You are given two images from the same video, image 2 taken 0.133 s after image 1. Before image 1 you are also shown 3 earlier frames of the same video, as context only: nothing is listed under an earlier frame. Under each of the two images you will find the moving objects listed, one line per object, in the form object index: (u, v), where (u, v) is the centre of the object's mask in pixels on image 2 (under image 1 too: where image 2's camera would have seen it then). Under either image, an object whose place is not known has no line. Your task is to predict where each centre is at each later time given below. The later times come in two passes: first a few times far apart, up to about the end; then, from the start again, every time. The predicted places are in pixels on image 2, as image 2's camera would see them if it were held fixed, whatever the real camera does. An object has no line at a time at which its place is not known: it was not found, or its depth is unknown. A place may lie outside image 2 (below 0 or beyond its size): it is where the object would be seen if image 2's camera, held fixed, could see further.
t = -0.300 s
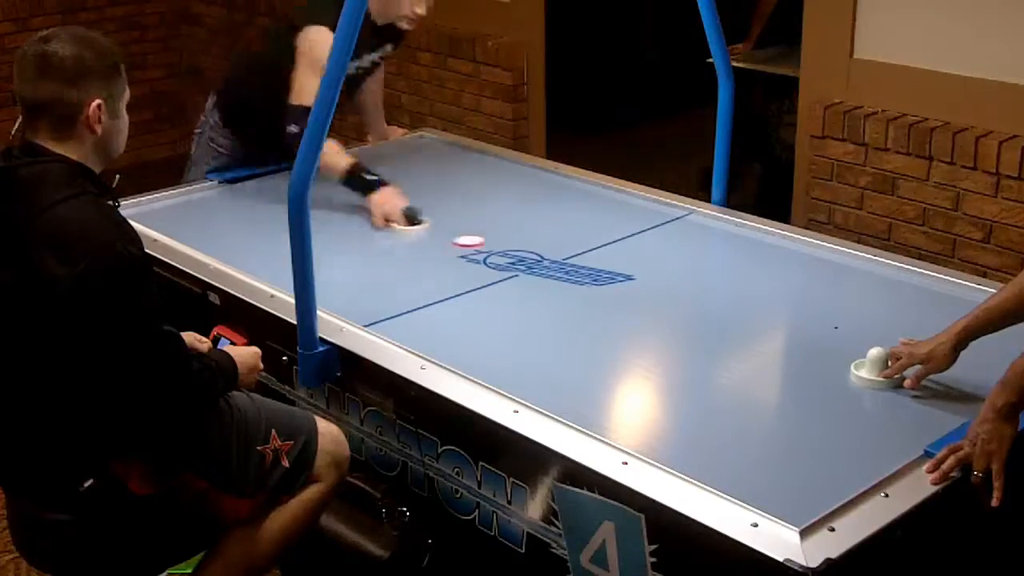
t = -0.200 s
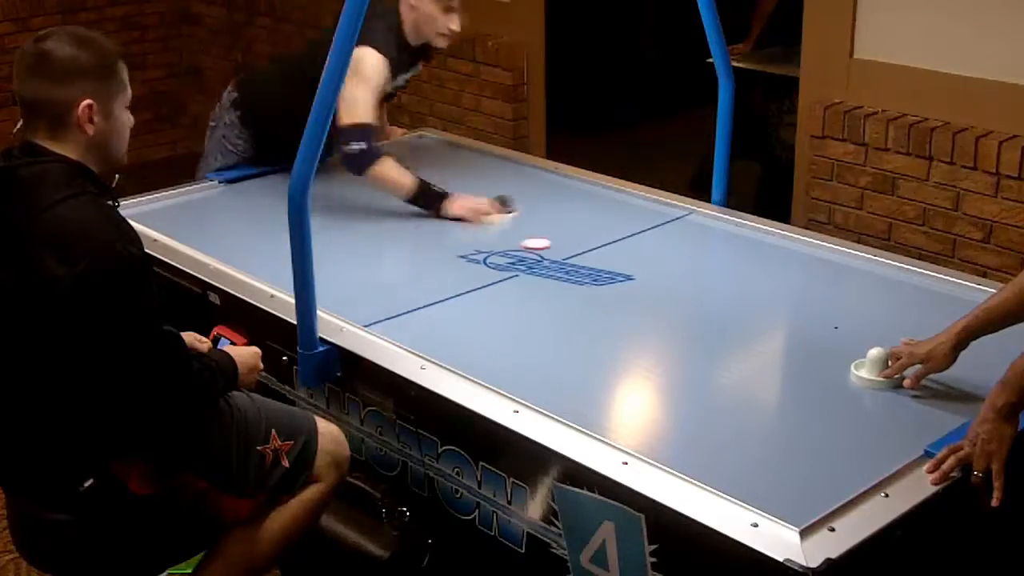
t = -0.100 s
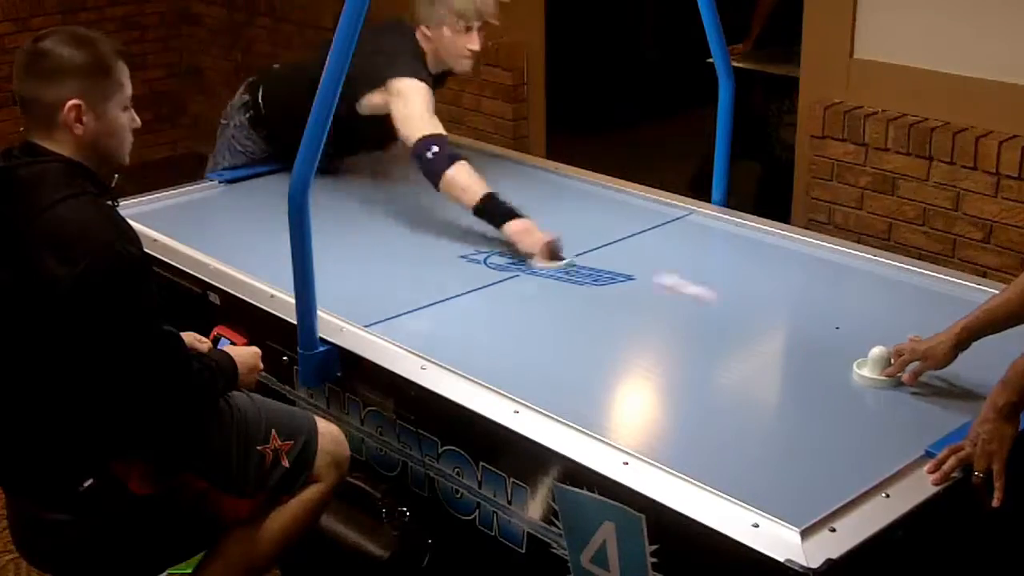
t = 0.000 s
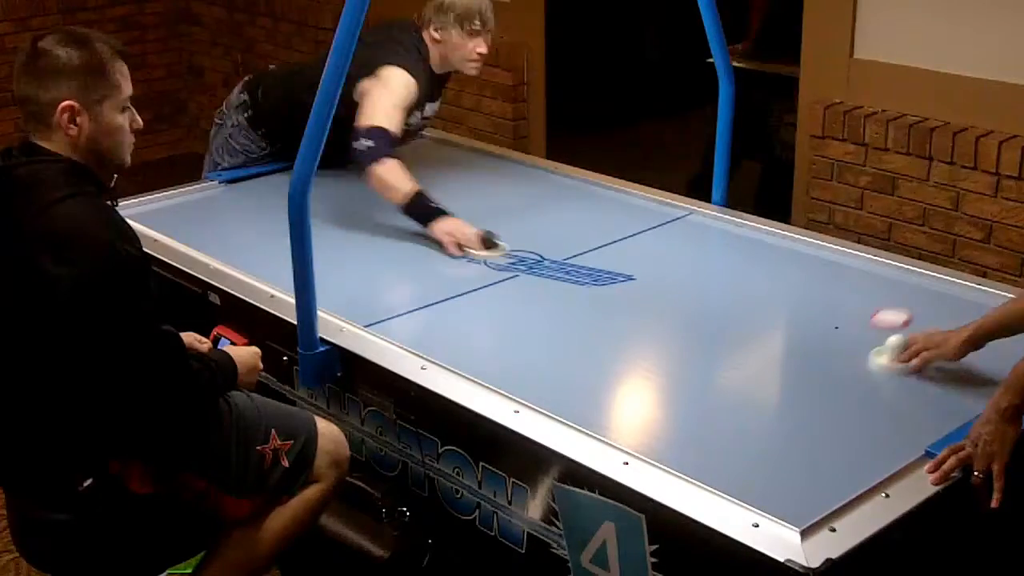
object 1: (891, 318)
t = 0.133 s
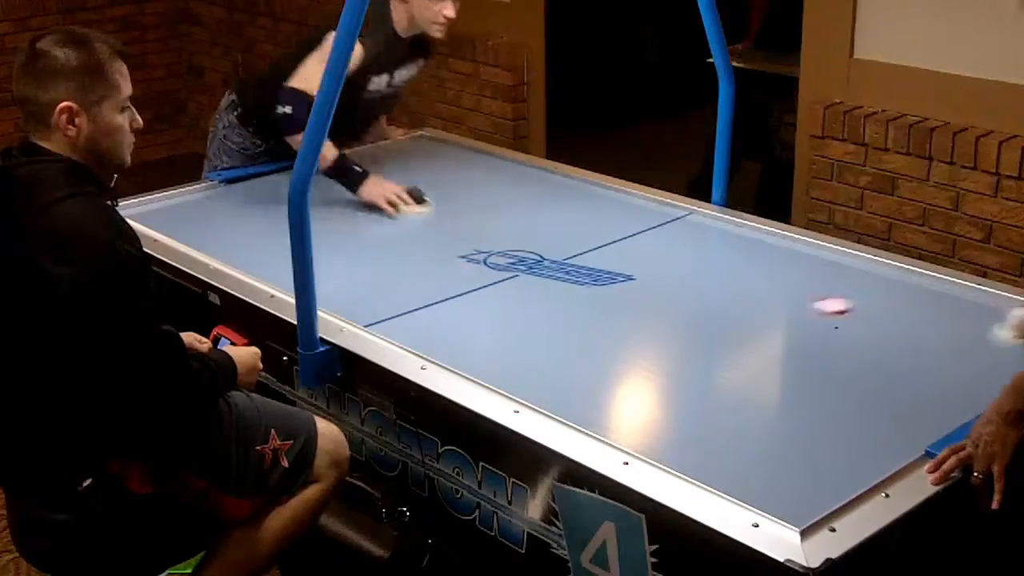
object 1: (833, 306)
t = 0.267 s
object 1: (660, 346)
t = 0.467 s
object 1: (566, 348)
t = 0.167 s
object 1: (791, 316)
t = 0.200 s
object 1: (749, 326)
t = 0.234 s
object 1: (705, 337)
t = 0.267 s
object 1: (660, 346)
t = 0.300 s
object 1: (613, 357)
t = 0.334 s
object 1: (565, 368)
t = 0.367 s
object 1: (517, 378)
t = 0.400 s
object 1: (512, 375)
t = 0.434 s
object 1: (539, 361)
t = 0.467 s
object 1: (566, 348)
